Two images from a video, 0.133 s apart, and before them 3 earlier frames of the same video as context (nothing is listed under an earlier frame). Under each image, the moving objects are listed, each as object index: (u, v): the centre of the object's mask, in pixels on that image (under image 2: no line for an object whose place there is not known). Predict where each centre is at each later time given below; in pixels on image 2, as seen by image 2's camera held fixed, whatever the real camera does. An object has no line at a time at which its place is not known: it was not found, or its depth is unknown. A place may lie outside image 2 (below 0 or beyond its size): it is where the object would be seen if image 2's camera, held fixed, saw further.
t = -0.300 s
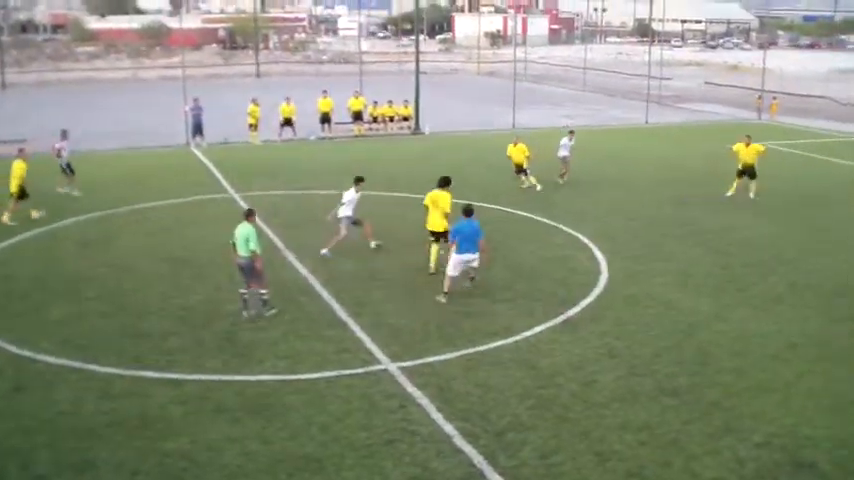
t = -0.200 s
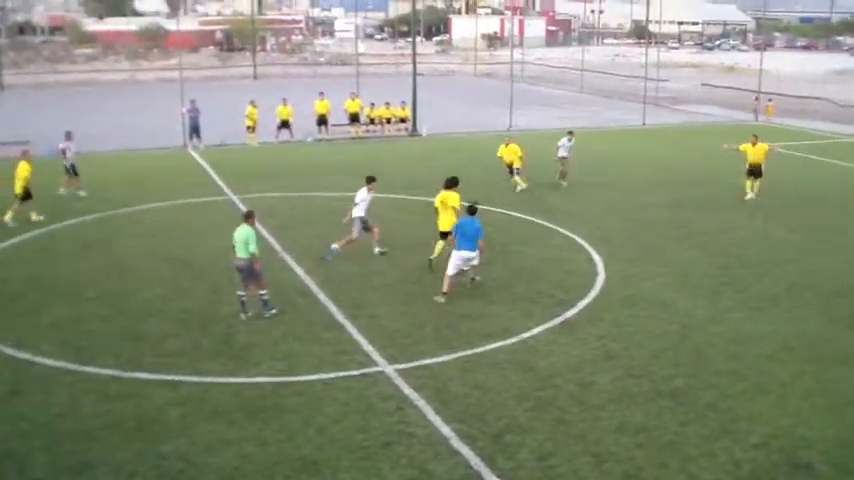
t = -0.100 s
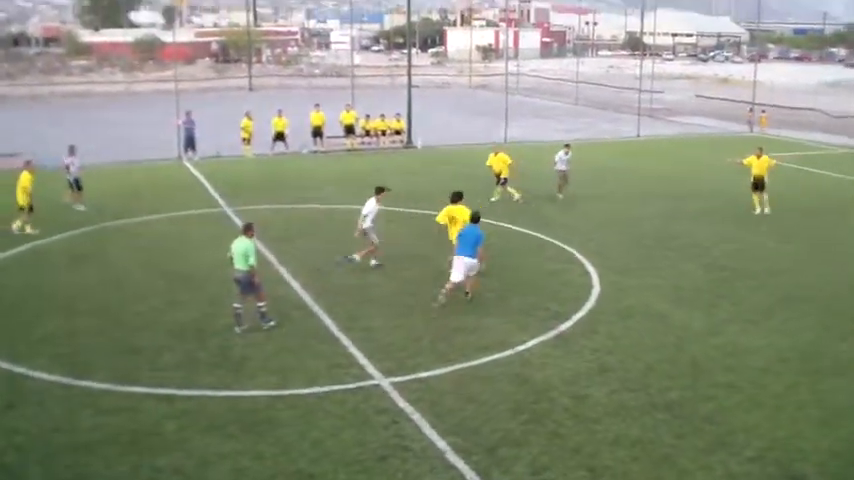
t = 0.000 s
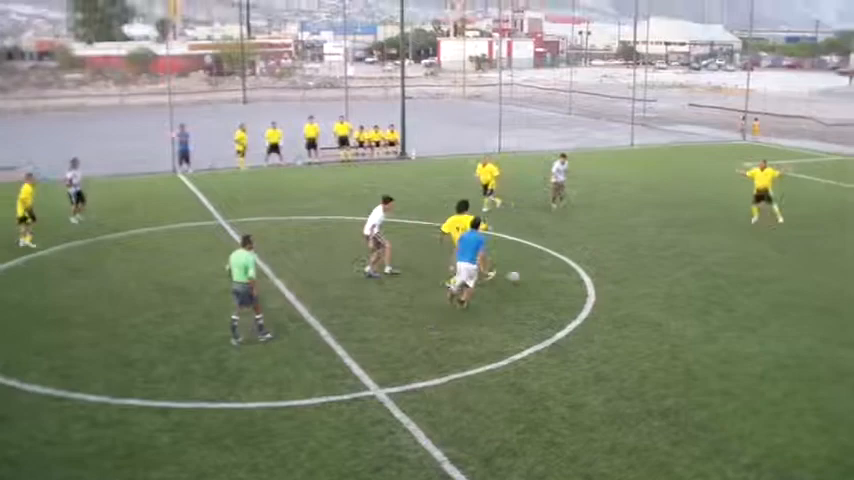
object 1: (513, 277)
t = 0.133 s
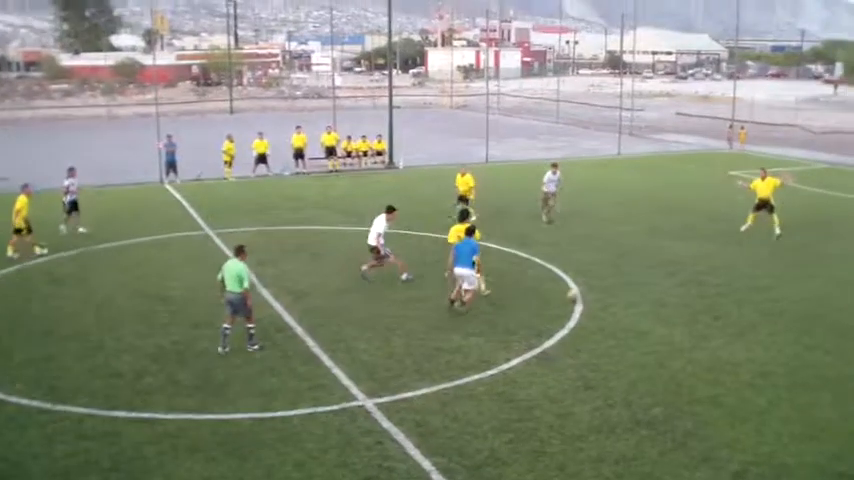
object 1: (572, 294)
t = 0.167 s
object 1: (591, 296)
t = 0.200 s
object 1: (607, 296)
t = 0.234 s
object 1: (621, 297)
